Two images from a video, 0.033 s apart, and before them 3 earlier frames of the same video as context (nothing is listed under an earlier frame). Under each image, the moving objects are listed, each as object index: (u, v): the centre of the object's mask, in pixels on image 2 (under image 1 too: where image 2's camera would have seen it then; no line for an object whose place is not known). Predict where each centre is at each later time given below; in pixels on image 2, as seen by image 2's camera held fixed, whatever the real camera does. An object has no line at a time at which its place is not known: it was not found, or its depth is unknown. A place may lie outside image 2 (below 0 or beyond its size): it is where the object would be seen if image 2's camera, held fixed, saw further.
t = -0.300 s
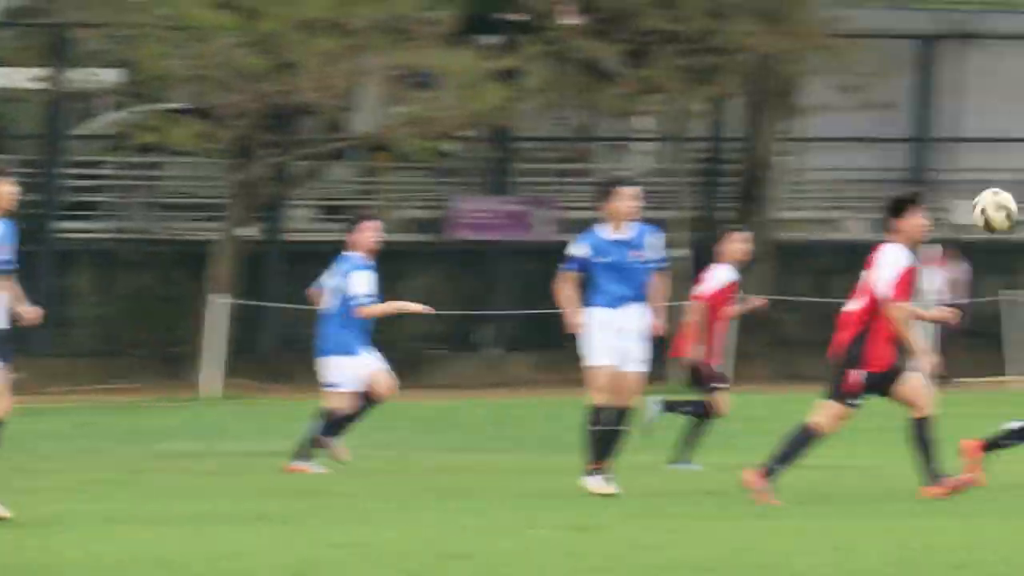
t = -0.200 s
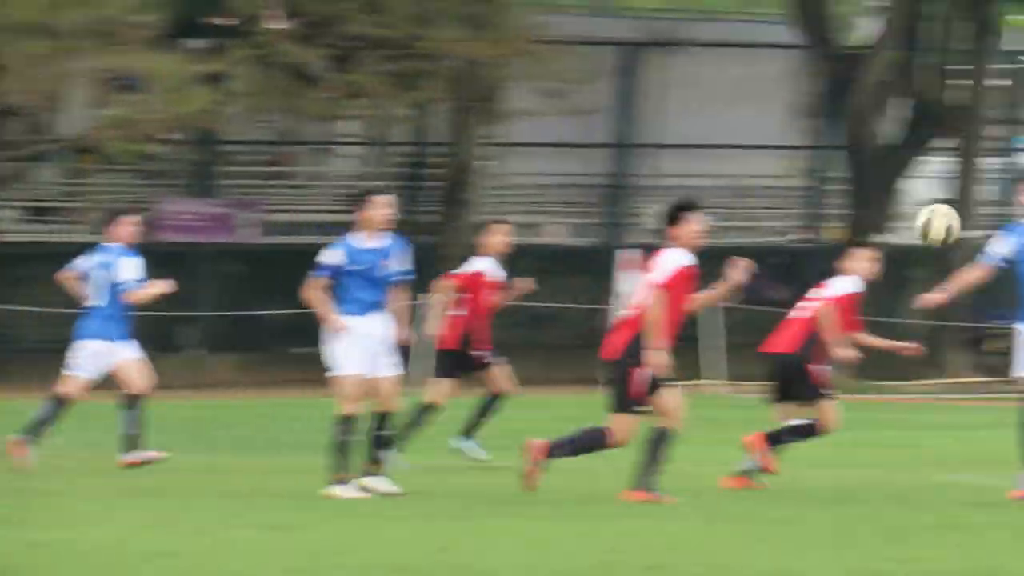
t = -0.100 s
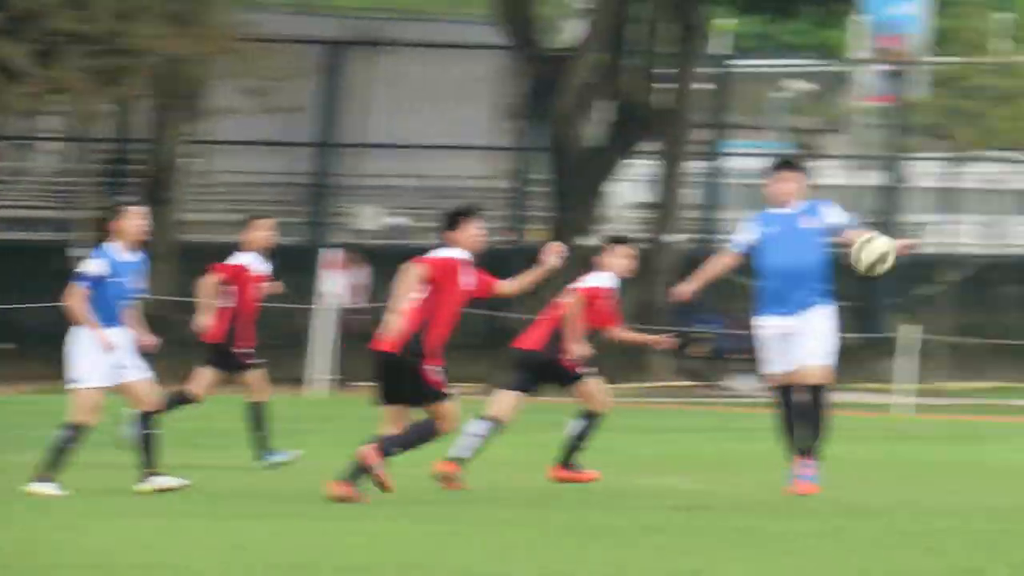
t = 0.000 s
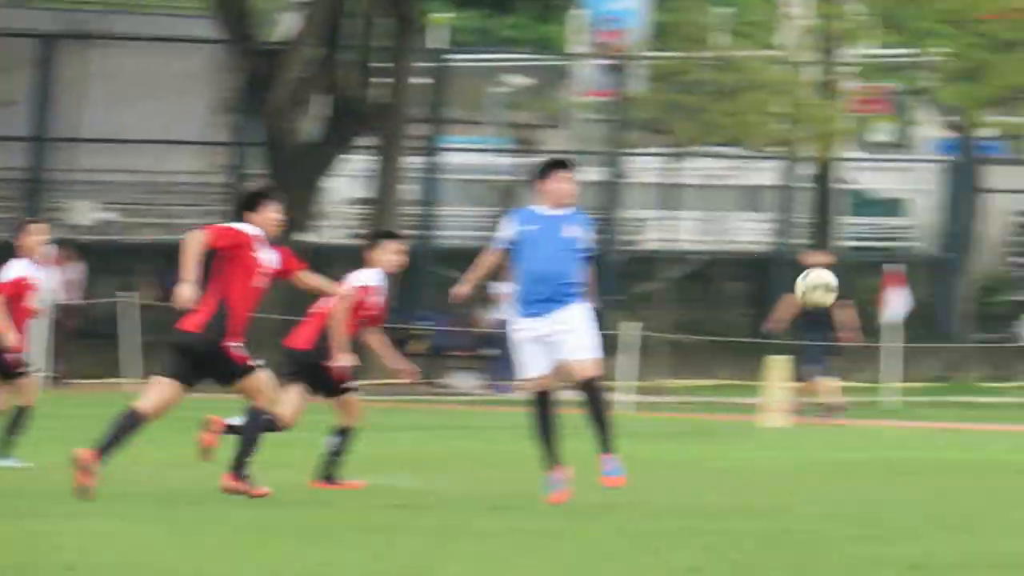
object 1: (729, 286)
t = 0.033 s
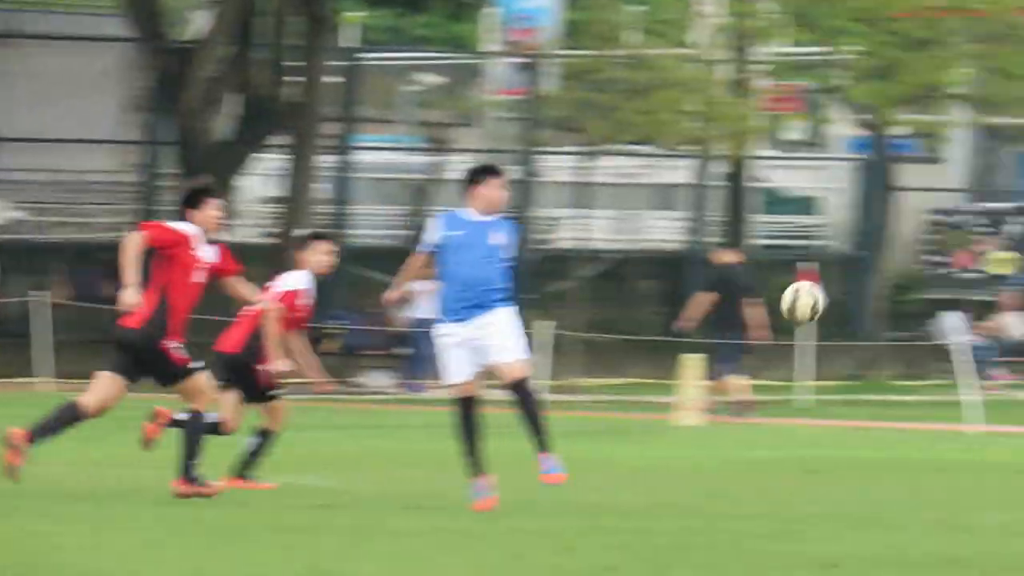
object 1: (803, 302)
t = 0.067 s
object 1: (875, 319)
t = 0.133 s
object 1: (1021, 360)
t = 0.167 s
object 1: (1094, 383)
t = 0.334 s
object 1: (1481, 534)
